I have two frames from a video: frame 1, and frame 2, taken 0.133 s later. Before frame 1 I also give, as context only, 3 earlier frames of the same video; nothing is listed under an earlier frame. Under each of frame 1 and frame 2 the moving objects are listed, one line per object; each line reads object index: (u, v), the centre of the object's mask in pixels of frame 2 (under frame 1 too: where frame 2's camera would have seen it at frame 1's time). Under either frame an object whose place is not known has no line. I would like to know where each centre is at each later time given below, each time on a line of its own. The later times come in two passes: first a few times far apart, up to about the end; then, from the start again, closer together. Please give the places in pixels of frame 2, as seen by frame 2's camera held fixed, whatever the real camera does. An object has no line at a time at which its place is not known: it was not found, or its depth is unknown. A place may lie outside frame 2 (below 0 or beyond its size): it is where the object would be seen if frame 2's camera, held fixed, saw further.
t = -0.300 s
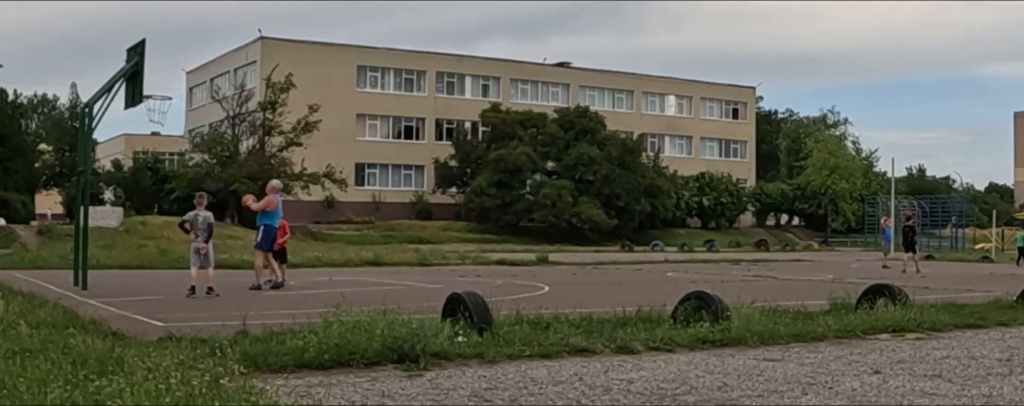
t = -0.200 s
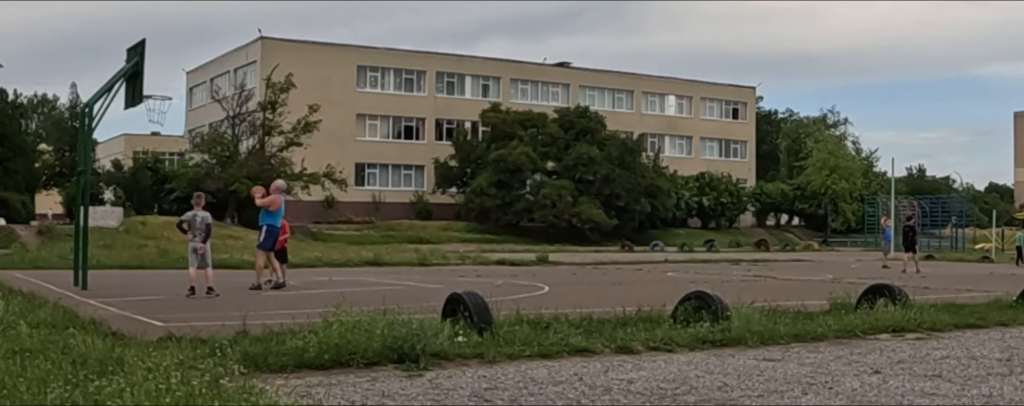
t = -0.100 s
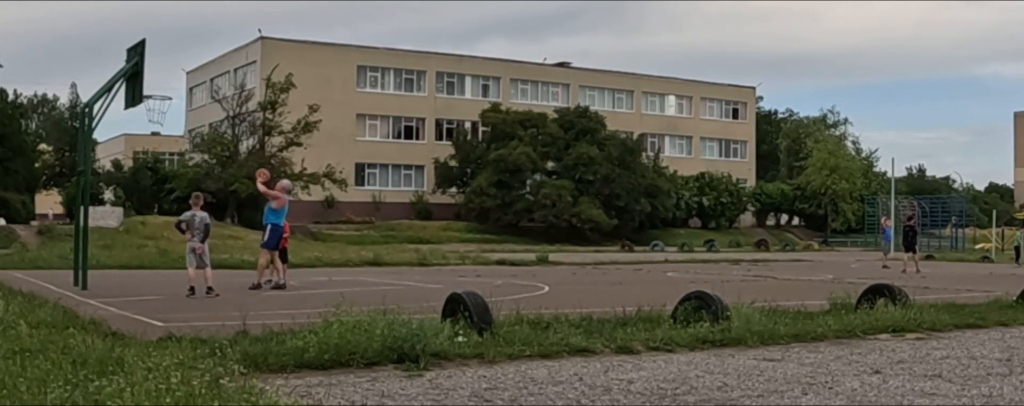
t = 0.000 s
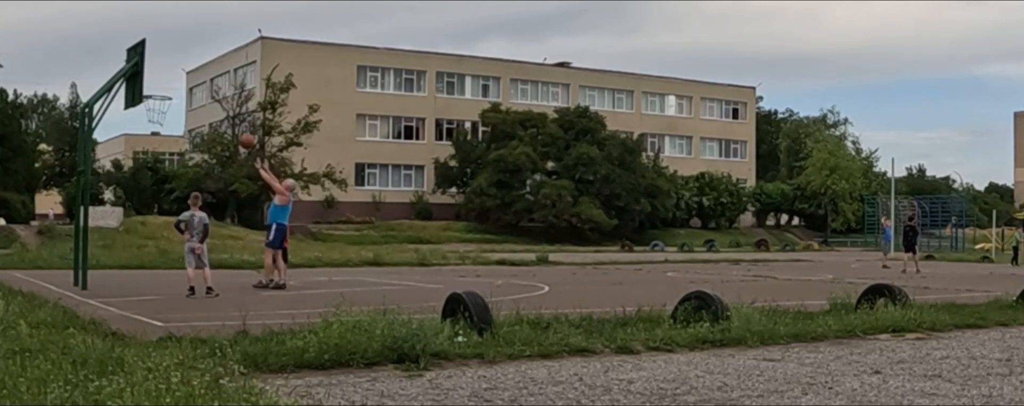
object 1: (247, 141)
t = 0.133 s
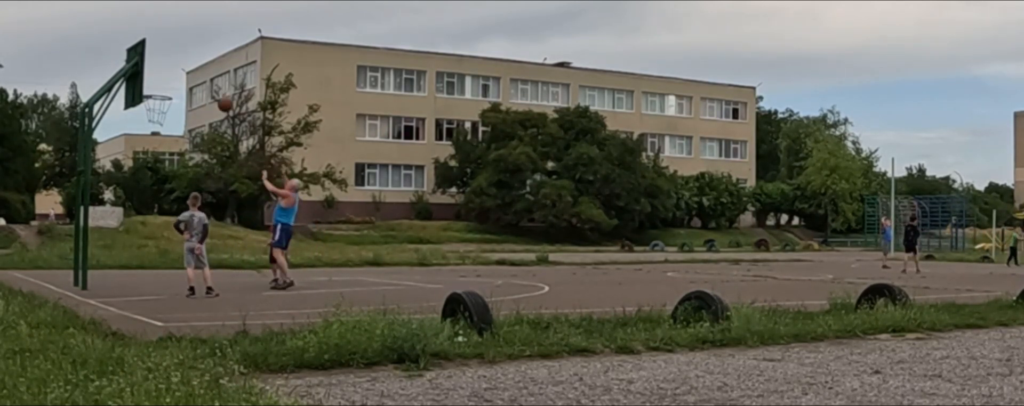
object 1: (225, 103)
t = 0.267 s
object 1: (204, 79)
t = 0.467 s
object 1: (172, 62)
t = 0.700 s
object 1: (147, 75)
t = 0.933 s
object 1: (164, 95)
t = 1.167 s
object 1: (155, 86)
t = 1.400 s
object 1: (149, 103)
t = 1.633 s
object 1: (159, 152)
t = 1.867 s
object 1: (168, 232)
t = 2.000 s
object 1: (174, 277)
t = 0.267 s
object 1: (204, 79)
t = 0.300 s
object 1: (198, 75)
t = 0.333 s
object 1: (193, 71)
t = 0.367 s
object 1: (188, 67)
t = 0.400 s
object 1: (183, 65)
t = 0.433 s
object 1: (178, 63)
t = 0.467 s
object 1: (172, 62)
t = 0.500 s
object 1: (167, 62)
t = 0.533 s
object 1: (162, 63)
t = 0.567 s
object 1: (157, 64)
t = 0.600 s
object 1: (151, 65)
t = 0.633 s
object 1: (148, 68)
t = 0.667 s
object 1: (146, 71)
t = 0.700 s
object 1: (147, 75)
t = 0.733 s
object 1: (148, 79)
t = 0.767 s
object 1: (149, 83)
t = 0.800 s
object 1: (150, 89)
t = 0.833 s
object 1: (153, 93)
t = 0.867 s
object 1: (158, 94)
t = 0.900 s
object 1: (163, 96)
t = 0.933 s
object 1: (164, 95)
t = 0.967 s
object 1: (165, 94)
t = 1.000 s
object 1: (164, 92)
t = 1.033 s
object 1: (162, 90)
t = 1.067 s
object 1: (160, 89)
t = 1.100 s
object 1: (158, 87)
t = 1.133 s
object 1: (157, 86)
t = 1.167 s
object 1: (155, 86)
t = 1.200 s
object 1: (152, 87)
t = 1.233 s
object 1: (150, 88)
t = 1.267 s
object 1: (149, 90)
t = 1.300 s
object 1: (148, 93)
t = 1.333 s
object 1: (148, 96)
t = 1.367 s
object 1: (148, 99)
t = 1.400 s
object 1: (149, 103)
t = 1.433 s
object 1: (151, 108)
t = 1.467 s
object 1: (152, 114)
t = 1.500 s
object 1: (154, 120)
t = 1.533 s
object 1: (155, 127)
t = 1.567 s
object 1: (157, 135)
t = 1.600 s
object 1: (158, 143)
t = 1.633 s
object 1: (159, 152)
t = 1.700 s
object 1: (162, 171)
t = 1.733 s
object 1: (163, 182)
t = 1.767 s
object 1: (164, 193)
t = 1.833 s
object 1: (167, 218)
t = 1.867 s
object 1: (168, 232)
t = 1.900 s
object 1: (169, 246)
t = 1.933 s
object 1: (171, 261)
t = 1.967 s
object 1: (172, 276)
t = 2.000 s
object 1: (174, 277)
